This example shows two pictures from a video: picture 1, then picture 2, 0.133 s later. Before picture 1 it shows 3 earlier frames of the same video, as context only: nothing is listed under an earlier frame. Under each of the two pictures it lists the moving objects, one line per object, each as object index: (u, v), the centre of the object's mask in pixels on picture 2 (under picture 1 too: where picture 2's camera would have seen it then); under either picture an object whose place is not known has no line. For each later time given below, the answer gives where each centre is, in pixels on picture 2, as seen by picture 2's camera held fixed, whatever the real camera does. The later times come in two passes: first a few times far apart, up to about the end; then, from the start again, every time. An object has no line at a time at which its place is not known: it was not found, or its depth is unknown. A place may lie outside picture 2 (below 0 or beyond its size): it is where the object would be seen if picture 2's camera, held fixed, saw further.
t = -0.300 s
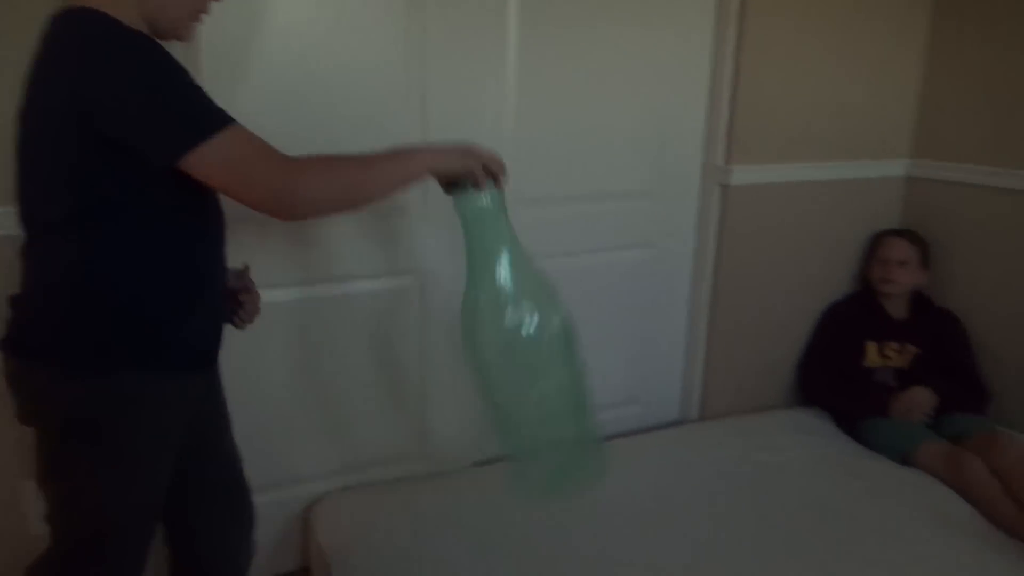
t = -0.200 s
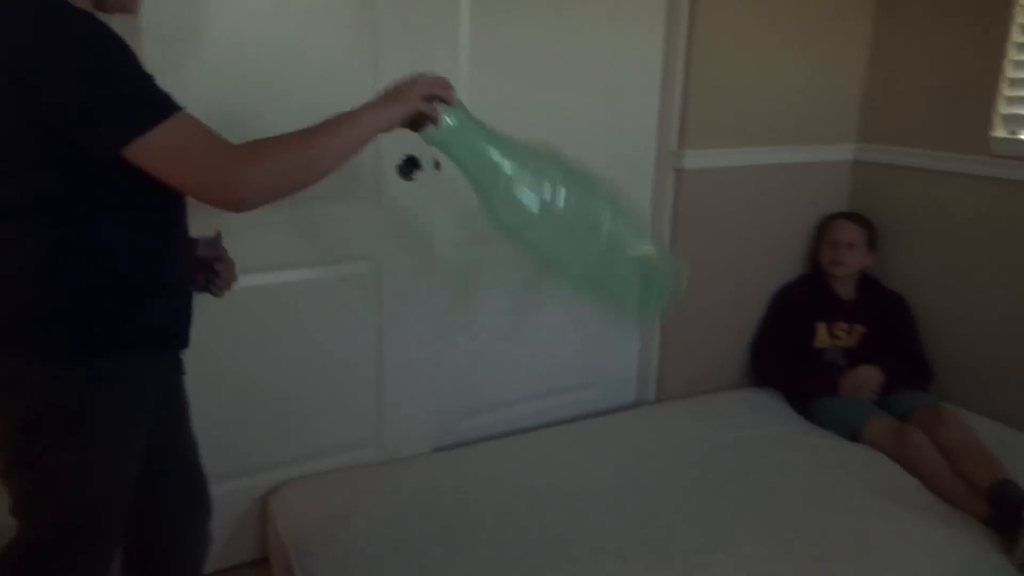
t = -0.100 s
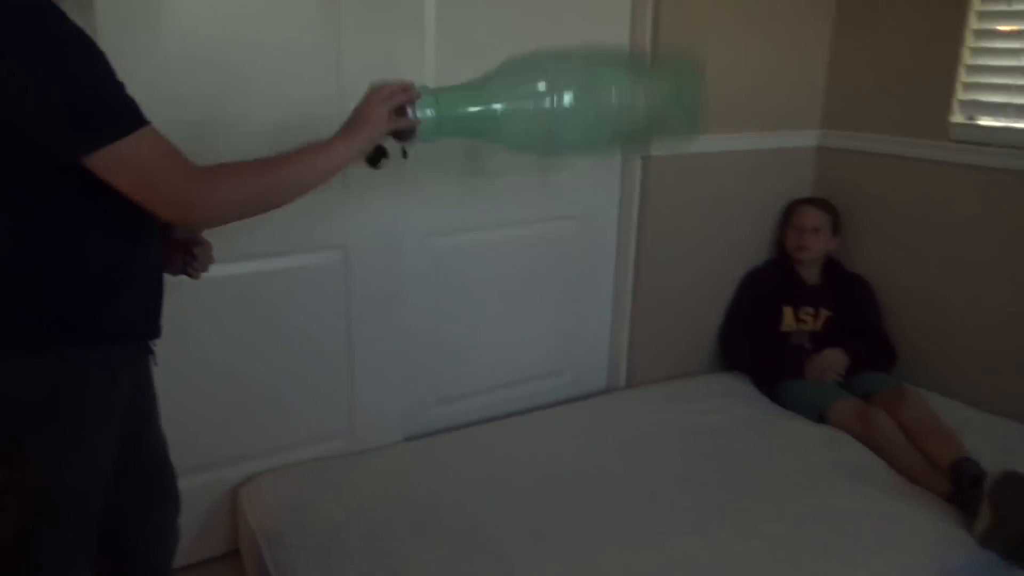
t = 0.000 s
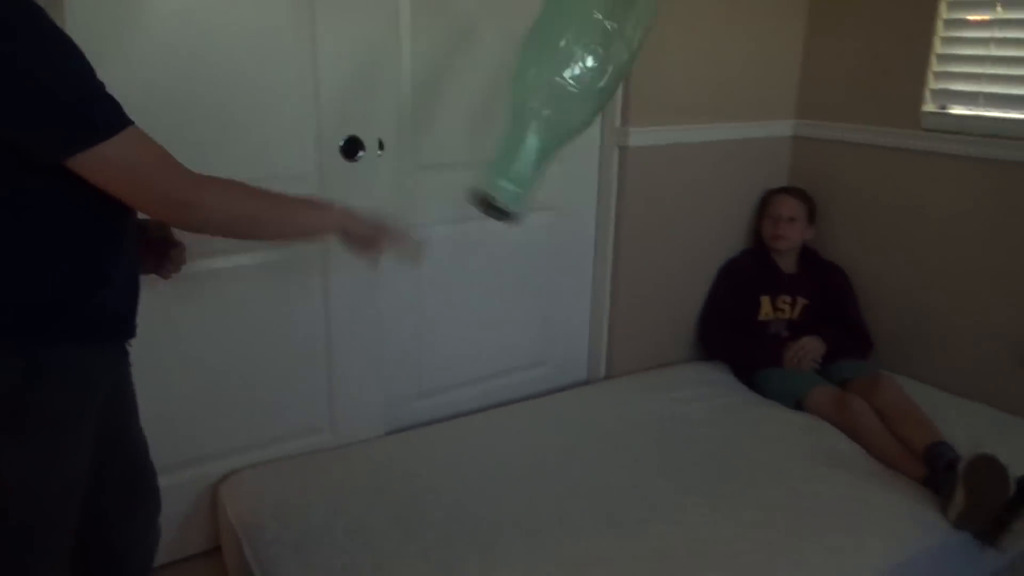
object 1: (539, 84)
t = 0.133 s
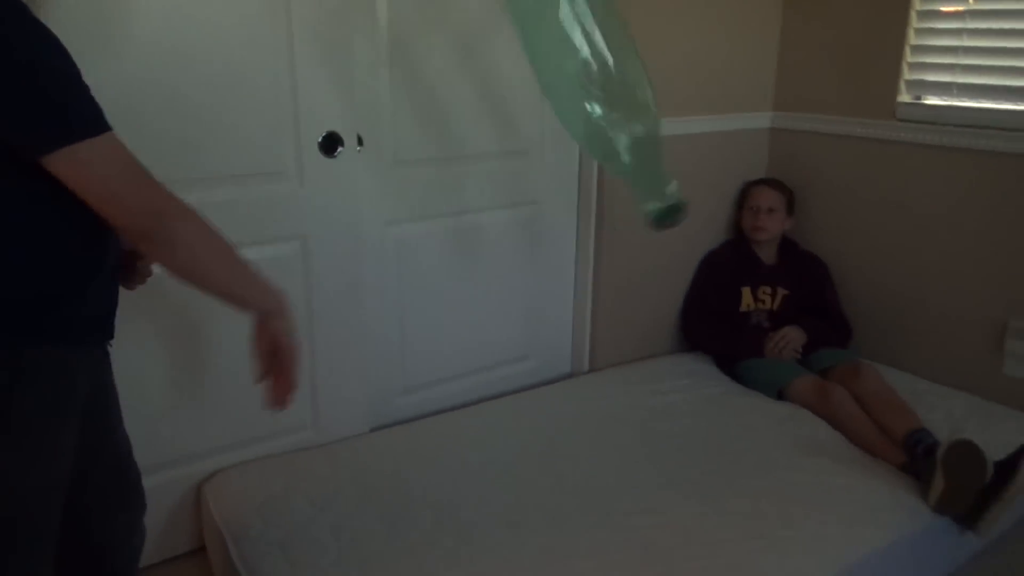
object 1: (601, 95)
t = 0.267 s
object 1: (609, 208)
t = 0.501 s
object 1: (640, 345)
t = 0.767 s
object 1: (622, 353)
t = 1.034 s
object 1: (609, 382)
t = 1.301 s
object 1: (614, 393)
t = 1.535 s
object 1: (629, 394)
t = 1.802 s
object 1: (629, 390)
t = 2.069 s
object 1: (616, 391)
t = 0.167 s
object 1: (593, 94)
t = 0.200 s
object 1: (591, 118)
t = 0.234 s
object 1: (599, 161)
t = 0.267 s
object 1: (609, 208)
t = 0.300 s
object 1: (621, 250)
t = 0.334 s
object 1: (631, 296)
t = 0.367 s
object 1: (641, 336)
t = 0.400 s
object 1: (643, 384)
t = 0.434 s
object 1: (642, 388)
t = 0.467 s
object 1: (641, 366)
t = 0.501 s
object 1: (640, 345)
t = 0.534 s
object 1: (639, 329)
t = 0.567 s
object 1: (638, 319)
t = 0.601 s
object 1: (636, 313)
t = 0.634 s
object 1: (634, 310)
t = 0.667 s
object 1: (632, 313)
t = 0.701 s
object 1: (629, 322)
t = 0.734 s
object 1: (626, 334)
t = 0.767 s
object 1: (622, 353)
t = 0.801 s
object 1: (618, 377)
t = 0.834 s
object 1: (616, 393)
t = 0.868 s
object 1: (615, 387)
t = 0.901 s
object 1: (614, 378)
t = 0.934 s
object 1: (614, 372)
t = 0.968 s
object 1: (612, 371)
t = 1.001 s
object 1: (611, 374)
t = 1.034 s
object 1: (609, 382)
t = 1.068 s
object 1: (608, 394)
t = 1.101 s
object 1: (607, 395)
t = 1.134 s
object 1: (609, 390)
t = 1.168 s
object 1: (609, 386)
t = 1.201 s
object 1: (610, 388)
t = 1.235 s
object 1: (611, 394)
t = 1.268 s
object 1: (613, 396)
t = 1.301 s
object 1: (614, 393)
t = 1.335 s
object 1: (616, 392)
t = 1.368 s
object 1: (619, 394)
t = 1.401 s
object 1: (621, 395)
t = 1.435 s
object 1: (623, 394)
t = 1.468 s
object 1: (626, 394)
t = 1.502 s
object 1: (628, 393)
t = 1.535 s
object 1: (629, 394)
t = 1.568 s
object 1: (631, 394)
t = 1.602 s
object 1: (632, 393)
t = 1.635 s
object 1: (633, 392)
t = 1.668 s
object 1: (633, 392)
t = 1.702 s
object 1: (633, 391)
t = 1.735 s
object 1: (632, 391)
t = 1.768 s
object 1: (631, 390)
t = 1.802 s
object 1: (629, 390)
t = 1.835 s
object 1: (627, 390)
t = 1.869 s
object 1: (625, 390)
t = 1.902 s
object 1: (623, 390)
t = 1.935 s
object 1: (621, 390)
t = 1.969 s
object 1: (618, 389)
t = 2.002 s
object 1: (617, 389)
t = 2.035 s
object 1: (616, 390)
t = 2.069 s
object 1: (616, 391)
